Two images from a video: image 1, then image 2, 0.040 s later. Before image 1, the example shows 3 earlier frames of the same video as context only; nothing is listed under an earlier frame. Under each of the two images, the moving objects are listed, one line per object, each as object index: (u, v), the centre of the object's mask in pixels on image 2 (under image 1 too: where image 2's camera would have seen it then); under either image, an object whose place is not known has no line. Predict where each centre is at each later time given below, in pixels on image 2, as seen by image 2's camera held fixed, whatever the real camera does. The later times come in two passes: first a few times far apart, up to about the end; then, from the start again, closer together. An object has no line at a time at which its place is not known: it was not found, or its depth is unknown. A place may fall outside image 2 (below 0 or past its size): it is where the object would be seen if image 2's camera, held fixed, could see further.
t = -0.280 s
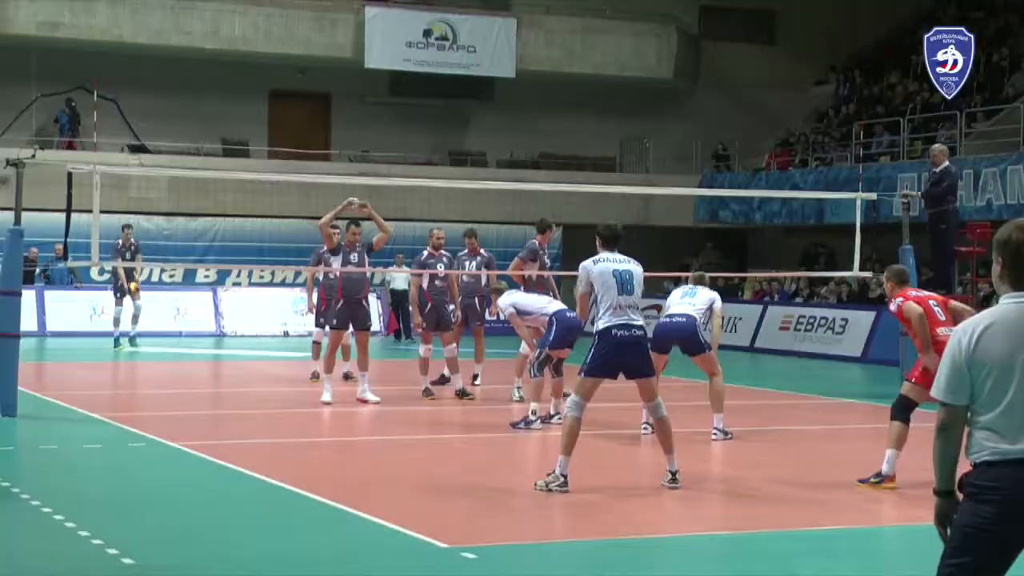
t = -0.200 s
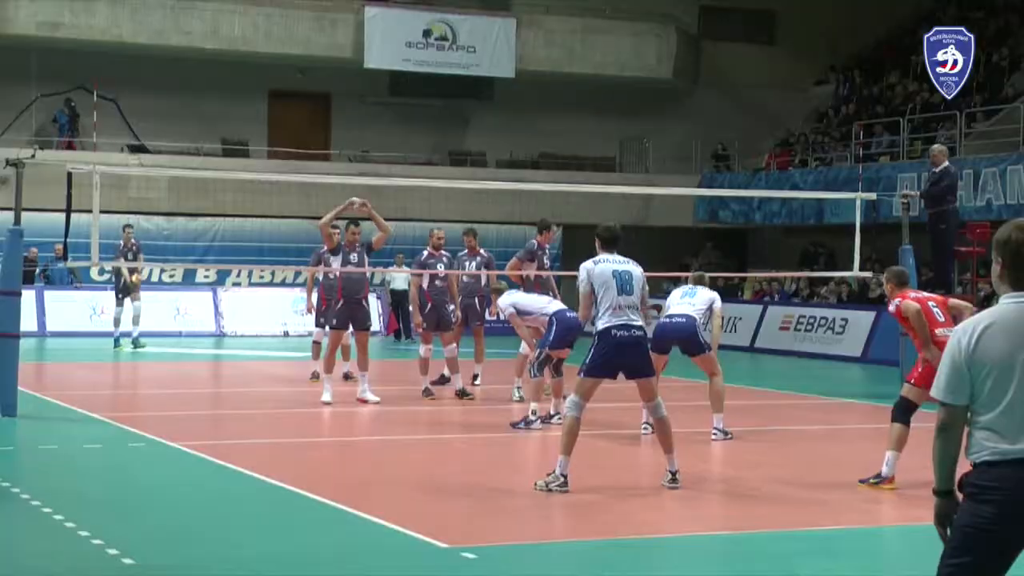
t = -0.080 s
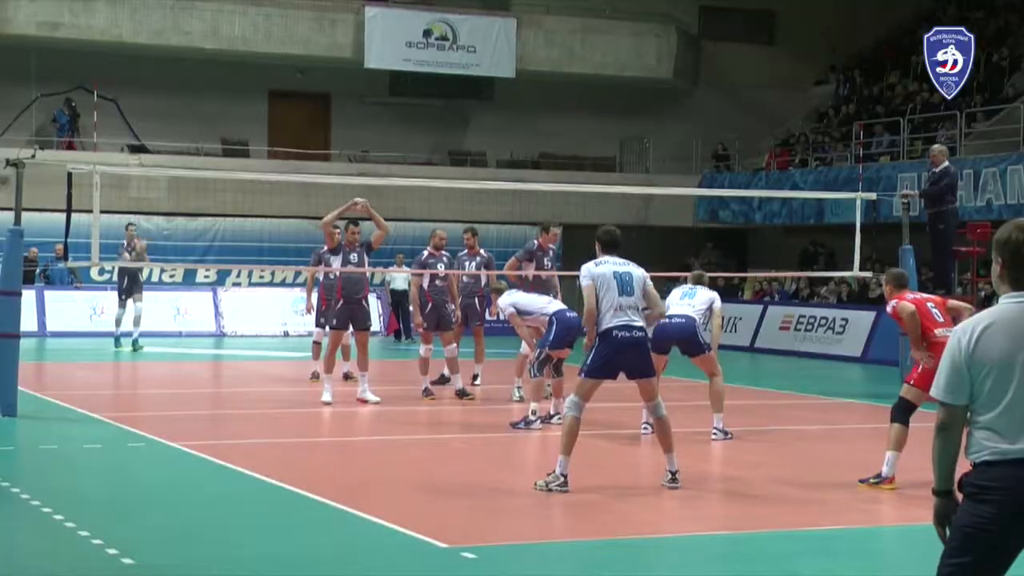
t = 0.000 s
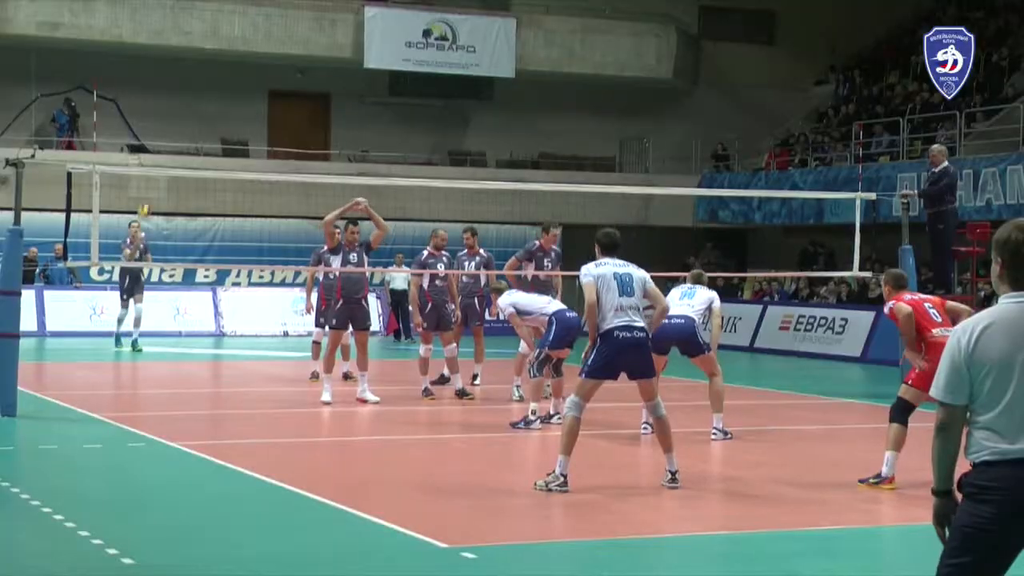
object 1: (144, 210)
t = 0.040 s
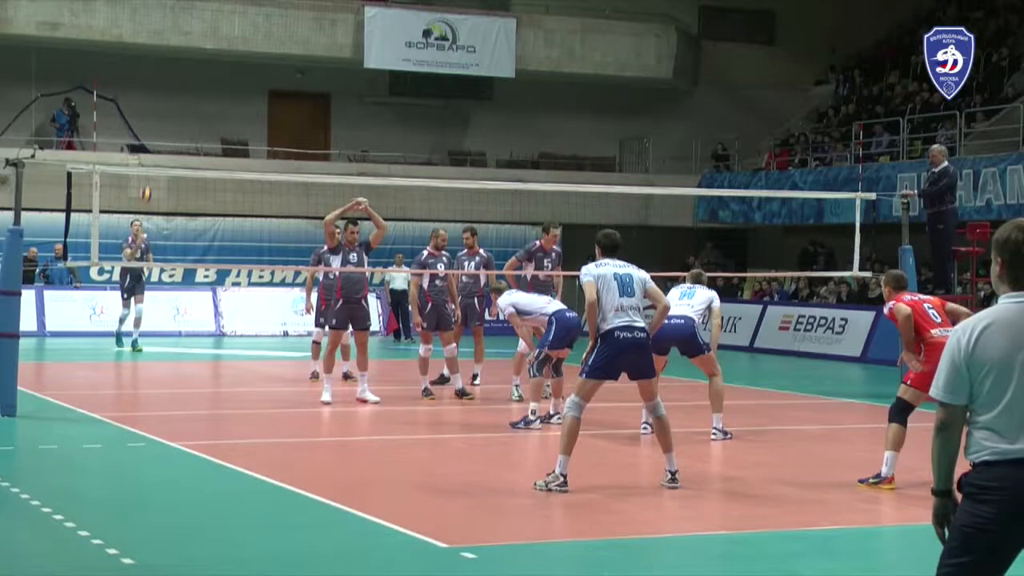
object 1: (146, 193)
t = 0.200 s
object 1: (150, 134)
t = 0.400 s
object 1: (156, 83)
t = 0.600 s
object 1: (162, 57)
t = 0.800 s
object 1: (168, 56)
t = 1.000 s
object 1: (174, 81)
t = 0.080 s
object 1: (146, 179)
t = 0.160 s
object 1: (148, 147)
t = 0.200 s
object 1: (150, 134)
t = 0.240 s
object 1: (152, 122)
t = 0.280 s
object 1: (152, 111)
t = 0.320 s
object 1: (153, 101)
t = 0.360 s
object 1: (154, 92)
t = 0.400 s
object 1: (156, 83)
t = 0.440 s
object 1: (158, 75)
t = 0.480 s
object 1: (158, 69)
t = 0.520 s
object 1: (159, 63)
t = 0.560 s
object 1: (160, 60)
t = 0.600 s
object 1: (162, 57)
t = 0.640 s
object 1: (162, 56)
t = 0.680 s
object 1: (164, 53)
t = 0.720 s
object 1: (166, 53)
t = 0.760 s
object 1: (167, 54)
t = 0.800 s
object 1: (168, 56)
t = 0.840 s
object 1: (170, 59)
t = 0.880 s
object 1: (170, 63)
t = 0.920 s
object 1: (172, 68)
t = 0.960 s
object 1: (173, 73)
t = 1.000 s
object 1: (174, 81)
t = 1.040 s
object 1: (175, 90)
